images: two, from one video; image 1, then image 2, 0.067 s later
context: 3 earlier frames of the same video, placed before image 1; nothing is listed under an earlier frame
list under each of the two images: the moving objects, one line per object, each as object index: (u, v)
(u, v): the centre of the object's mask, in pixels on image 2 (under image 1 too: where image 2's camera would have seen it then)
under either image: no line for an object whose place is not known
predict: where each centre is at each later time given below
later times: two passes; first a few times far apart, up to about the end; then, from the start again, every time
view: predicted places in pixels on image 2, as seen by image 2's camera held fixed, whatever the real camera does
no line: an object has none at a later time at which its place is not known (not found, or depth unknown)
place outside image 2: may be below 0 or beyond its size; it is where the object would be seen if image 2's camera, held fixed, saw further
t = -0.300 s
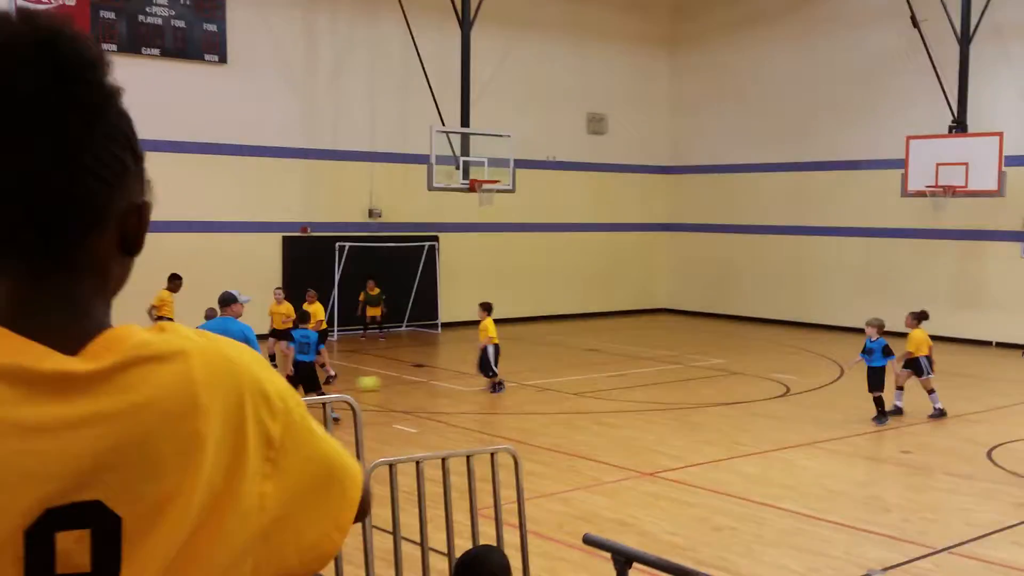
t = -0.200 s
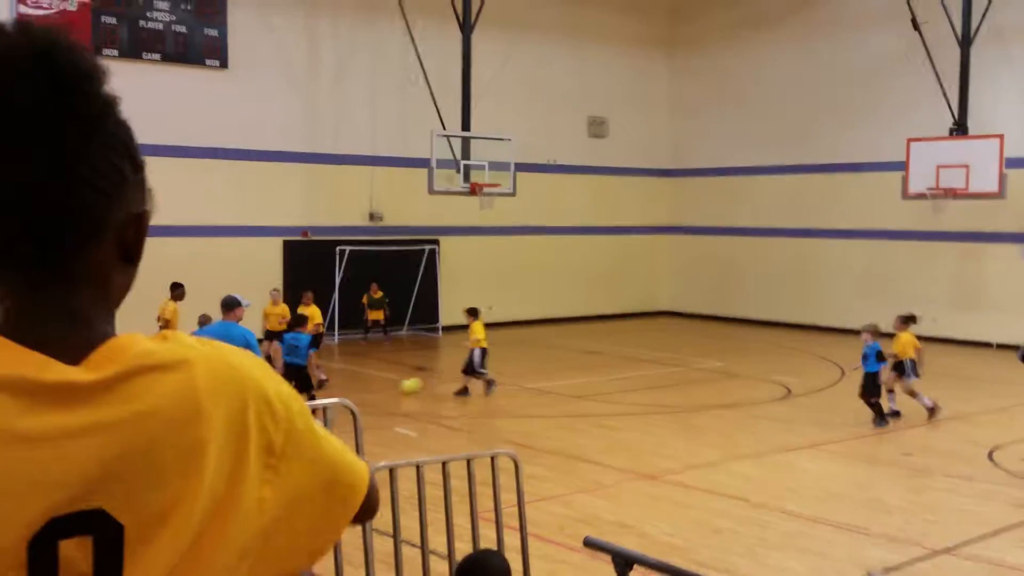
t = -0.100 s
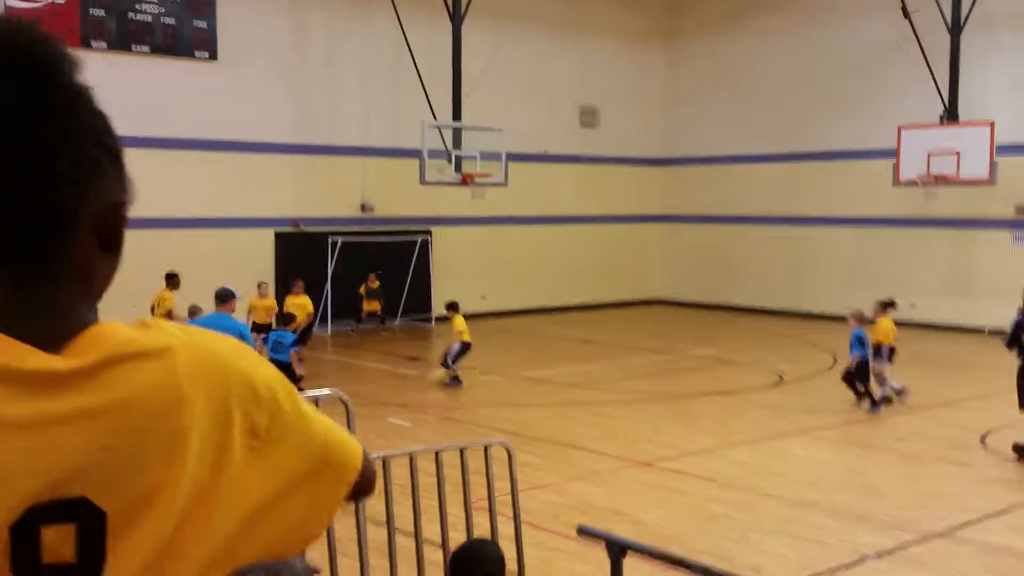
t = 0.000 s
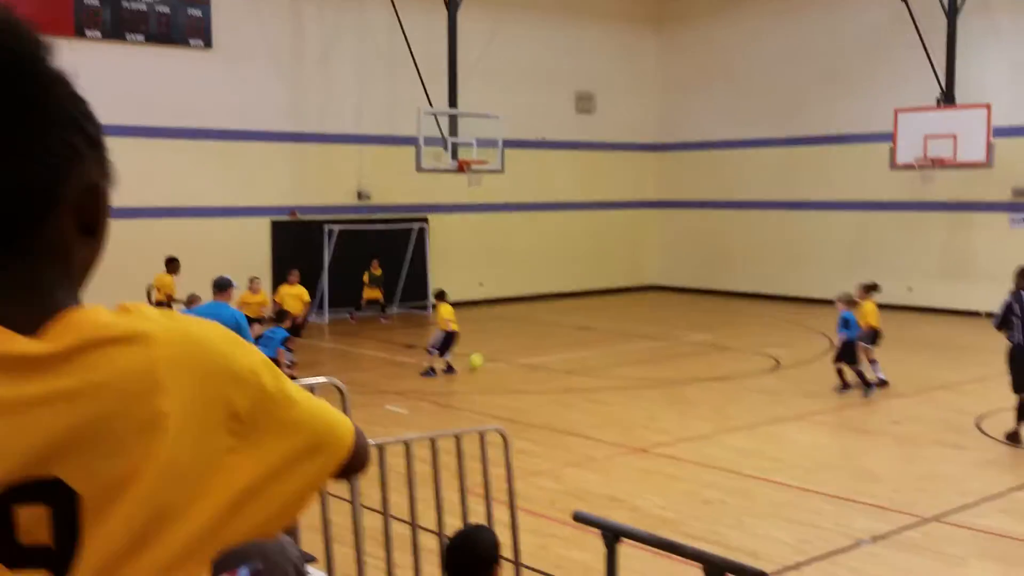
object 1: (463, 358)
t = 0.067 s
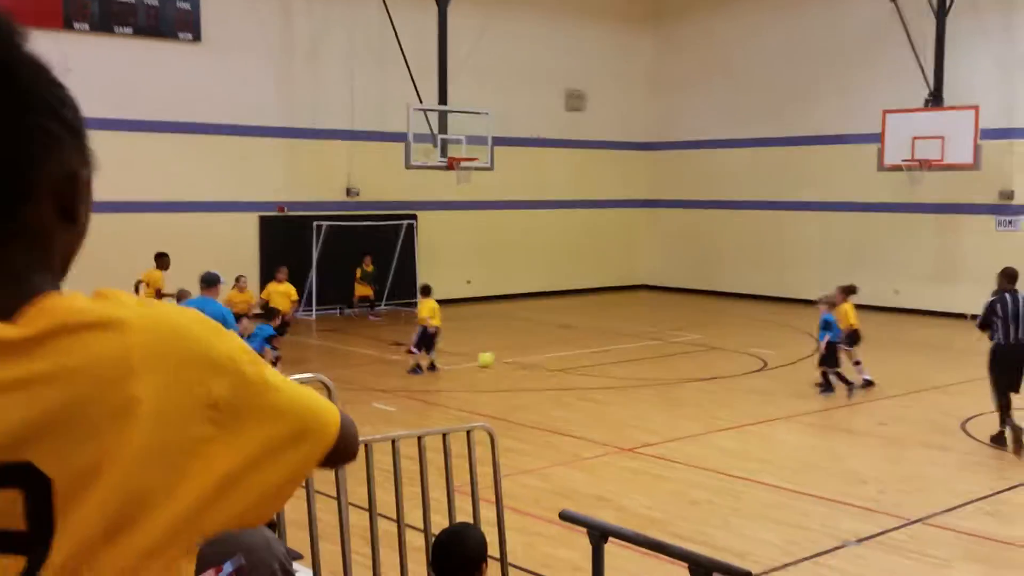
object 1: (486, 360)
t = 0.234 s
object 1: (535, 359)
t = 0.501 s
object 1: (606, 355)
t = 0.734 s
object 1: (662, 357)
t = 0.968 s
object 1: (715, 355)
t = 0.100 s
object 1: (496, 359)
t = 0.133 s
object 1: (506, 358)
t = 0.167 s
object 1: (518, 359)
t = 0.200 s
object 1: (527, 360)
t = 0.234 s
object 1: (535, 359)
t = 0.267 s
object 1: (544, 359)
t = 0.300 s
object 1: (553, 359)
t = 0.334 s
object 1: (564, 358)
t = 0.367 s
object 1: (573, 357)
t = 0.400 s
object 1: (580, 358)
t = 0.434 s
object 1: (589, 358)
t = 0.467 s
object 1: (598, 357)
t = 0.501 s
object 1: (606, 355)
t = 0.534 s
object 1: (614, 356)
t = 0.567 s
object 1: (622, 356)
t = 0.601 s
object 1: (630, 355)
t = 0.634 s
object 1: (640, 356)
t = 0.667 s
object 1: (647, 356)
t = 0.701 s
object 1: (654, 357)
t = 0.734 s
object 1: (662, 357)
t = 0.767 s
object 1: (670, 356)
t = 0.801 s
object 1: (677, 356)
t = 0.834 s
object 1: (683, 357)
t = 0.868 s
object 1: (691, 356)
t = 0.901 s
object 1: (699, 355)
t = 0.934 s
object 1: (706, 355)
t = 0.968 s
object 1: (715, 355)
